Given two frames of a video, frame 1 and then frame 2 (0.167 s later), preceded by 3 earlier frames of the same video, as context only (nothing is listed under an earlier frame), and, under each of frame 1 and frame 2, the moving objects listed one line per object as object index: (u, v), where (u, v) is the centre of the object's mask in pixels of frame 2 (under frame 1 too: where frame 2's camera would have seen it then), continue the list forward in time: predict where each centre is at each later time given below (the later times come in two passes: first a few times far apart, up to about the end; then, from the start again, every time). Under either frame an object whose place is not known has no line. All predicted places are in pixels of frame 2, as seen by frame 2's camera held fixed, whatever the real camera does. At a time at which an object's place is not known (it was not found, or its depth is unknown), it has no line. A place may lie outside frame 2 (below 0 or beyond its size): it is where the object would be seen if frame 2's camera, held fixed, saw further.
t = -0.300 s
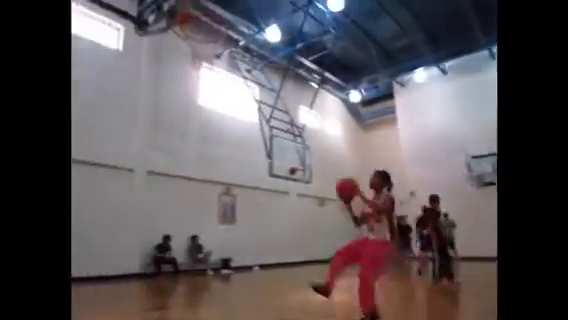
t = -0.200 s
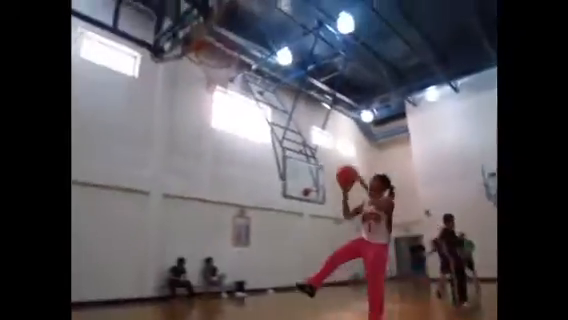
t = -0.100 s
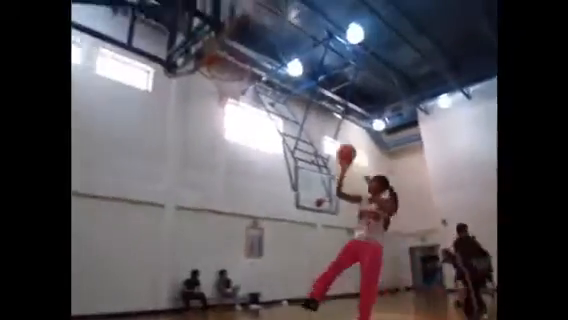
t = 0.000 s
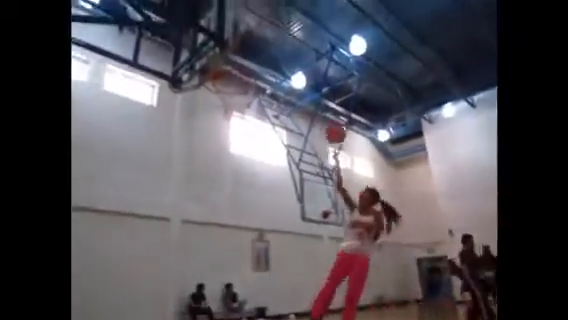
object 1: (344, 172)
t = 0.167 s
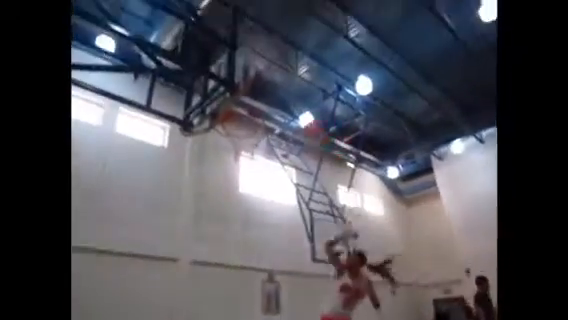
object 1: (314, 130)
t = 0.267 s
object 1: (295, 116)
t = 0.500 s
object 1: (259, 106)
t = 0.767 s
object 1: (247, 123)
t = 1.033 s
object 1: (257, 113)
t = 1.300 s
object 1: (248, 123)
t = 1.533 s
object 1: (239, 174)
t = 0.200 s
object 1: (307, 125)
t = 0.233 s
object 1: (303, 121)
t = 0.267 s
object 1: (295, 116)
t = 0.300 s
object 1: (288, 111)
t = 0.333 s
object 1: (285, 110)
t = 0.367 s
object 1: (281, 108)
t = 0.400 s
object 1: (277, 106)
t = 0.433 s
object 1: (271, 106)
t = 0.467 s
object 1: (262, 107)
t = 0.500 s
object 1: (259, 106)
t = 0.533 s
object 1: (253, 107)
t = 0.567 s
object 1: (248, 110)
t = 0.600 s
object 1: (246, 110)
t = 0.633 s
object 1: (241, 118)
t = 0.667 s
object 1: (242, 121)
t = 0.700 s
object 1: (243, 123)
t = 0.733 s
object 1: (245, 124)
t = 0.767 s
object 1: (247, 123)
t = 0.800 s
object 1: (248, 122)
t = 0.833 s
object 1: (252, 116)
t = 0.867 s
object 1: (253, 114)
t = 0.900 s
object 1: (255, 114)
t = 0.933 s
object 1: (254, 114)
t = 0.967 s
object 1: (256, 113)
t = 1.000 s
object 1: (256, 113)
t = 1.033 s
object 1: (257, 113)
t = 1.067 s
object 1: (256, 111)
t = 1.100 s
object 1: (254, 111)
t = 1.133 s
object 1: (255, 111)
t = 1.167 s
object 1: (254, 111)
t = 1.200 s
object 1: (254, 111)
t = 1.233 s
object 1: (251, 114)
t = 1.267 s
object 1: (248, 115)
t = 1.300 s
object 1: (248, 123)
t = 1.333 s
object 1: (246, 126)
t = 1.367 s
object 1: (245, 132)
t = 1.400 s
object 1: (243, 143)
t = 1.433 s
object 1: (242, 151)
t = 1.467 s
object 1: (241, 158)
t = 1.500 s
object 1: (240, 165)
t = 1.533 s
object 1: (239, 174)
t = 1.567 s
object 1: (239, 183)
